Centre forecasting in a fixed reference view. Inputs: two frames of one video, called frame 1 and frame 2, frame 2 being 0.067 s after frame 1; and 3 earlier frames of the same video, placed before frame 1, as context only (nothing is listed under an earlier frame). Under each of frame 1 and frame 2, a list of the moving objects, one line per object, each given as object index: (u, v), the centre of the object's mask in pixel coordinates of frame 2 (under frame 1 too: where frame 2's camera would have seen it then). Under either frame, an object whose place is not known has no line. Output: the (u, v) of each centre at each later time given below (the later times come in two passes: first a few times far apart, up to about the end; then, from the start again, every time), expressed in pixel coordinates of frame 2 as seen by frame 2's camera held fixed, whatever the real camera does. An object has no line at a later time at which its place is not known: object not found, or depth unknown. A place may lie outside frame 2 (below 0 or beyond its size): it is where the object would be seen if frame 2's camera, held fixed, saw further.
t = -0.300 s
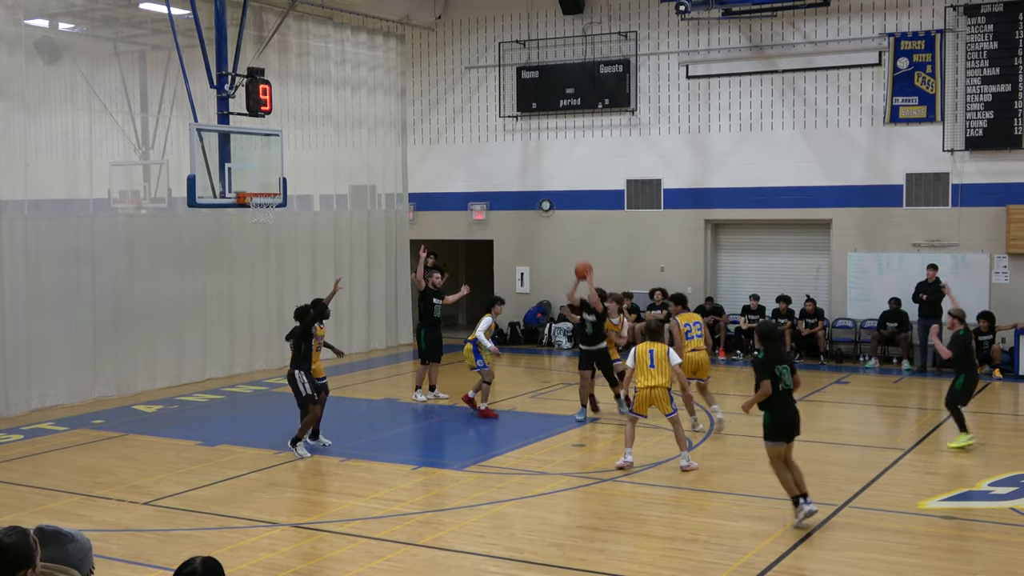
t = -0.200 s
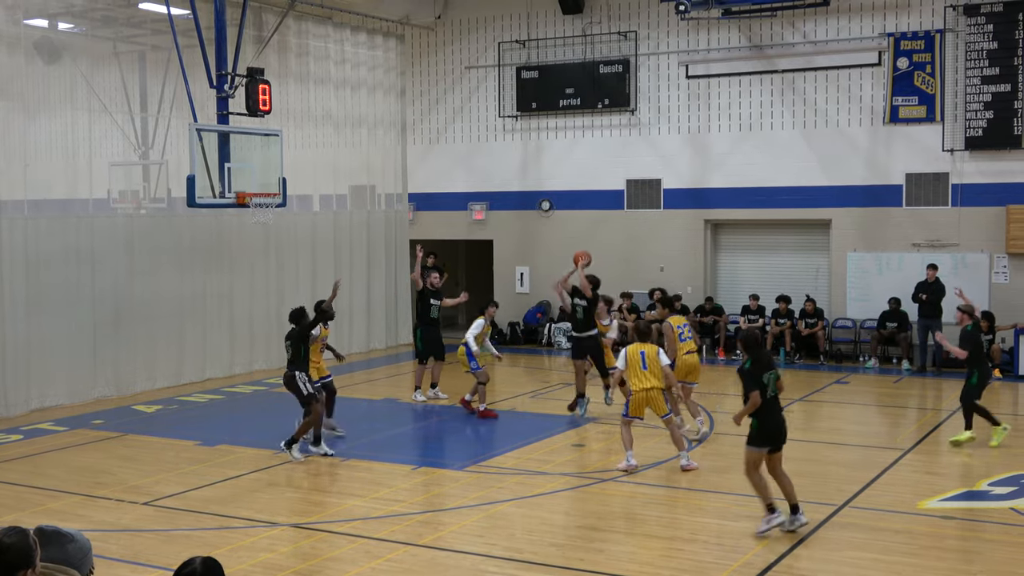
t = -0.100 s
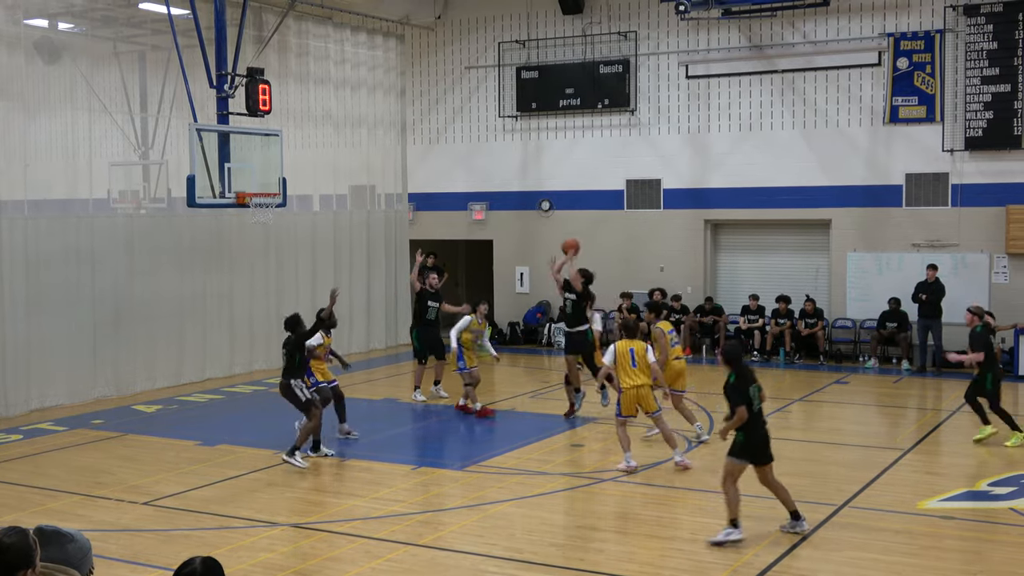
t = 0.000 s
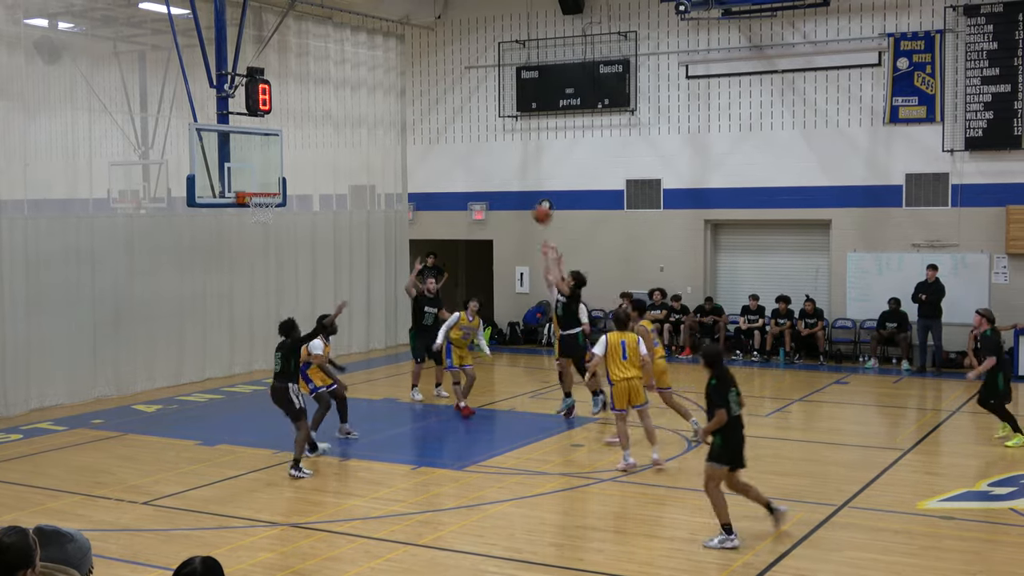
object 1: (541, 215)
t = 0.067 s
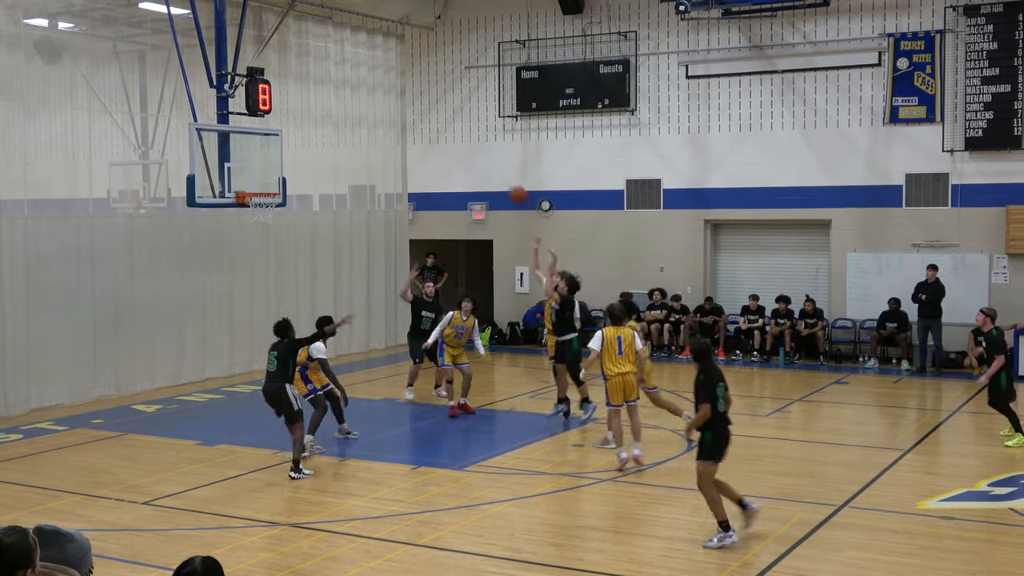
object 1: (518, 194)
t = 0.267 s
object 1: (446, 152)
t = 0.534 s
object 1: (355, 143)
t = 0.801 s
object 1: (269, 184)
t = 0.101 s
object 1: (505, 184)
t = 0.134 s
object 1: (493, 177)
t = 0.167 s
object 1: (481, 169)
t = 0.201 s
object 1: (469, 163)
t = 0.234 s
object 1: (457, 157)
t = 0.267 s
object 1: (446, 152)
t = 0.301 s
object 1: (434, 149)
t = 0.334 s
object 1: (422, 145)
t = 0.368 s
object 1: (411, 143)
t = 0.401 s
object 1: (400, 141)
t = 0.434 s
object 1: (388, 141)
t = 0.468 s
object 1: (377, 141)
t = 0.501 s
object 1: (366, 142)
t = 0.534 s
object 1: (355, 143)
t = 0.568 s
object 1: (344, 146)
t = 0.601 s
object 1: (333, 149)
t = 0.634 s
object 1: (322, 153)
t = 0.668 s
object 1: (311, 158)
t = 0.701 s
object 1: (301, 163)
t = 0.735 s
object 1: (291, 170)
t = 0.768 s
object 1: (280, 176)
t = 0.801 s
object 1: (269, 184)
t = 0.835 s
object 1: (259, 193)
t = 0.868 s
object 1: (258, 200)
